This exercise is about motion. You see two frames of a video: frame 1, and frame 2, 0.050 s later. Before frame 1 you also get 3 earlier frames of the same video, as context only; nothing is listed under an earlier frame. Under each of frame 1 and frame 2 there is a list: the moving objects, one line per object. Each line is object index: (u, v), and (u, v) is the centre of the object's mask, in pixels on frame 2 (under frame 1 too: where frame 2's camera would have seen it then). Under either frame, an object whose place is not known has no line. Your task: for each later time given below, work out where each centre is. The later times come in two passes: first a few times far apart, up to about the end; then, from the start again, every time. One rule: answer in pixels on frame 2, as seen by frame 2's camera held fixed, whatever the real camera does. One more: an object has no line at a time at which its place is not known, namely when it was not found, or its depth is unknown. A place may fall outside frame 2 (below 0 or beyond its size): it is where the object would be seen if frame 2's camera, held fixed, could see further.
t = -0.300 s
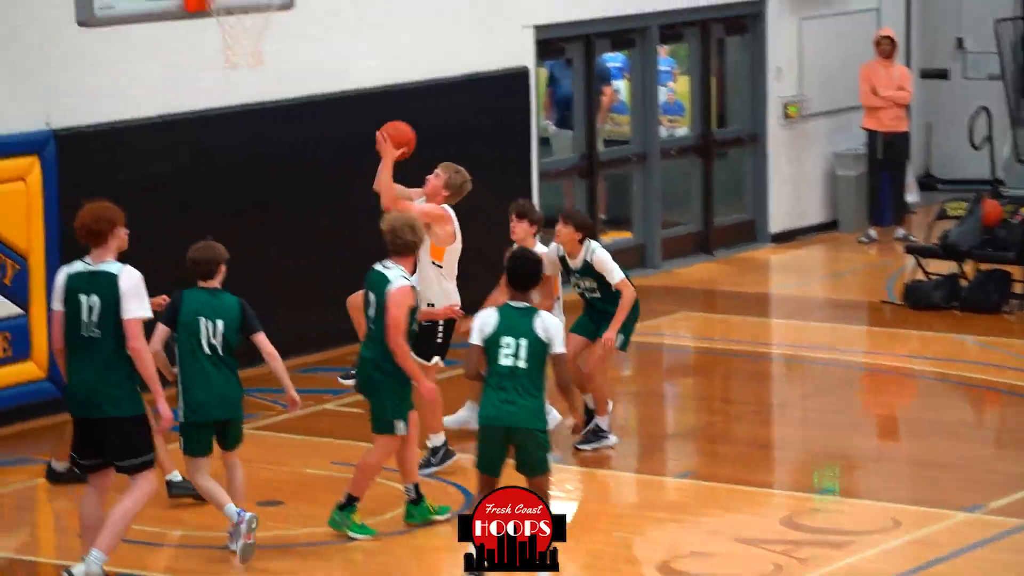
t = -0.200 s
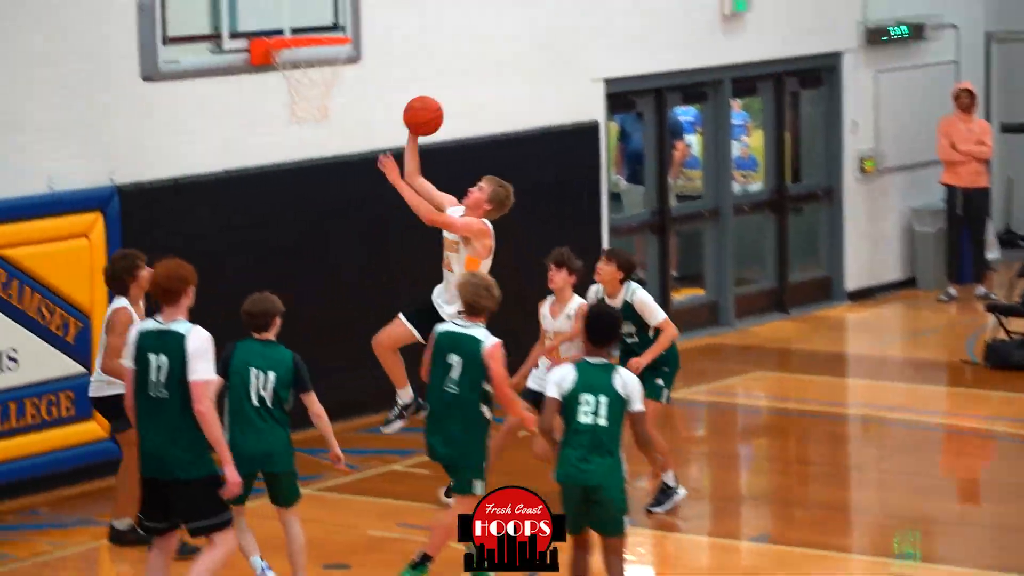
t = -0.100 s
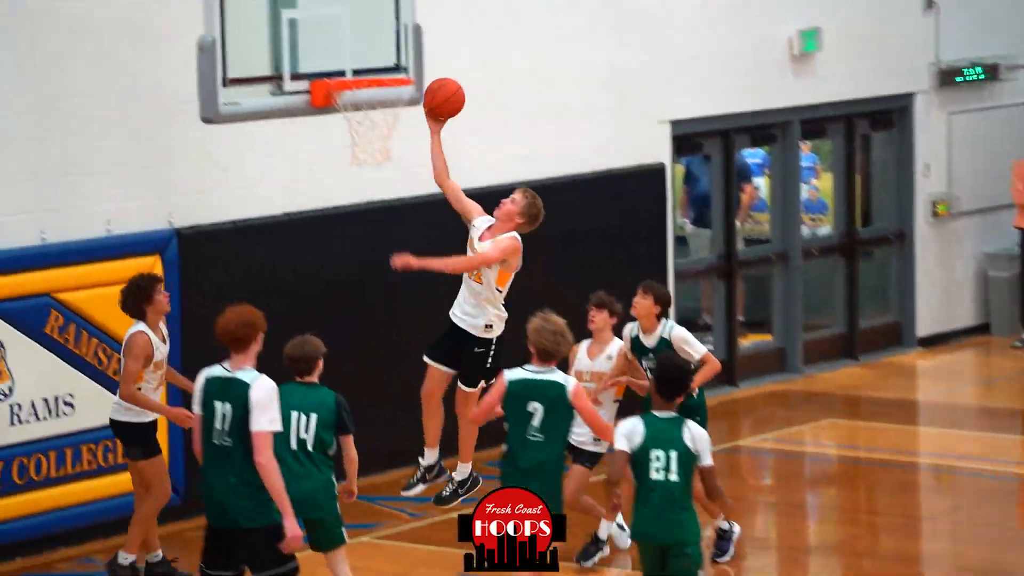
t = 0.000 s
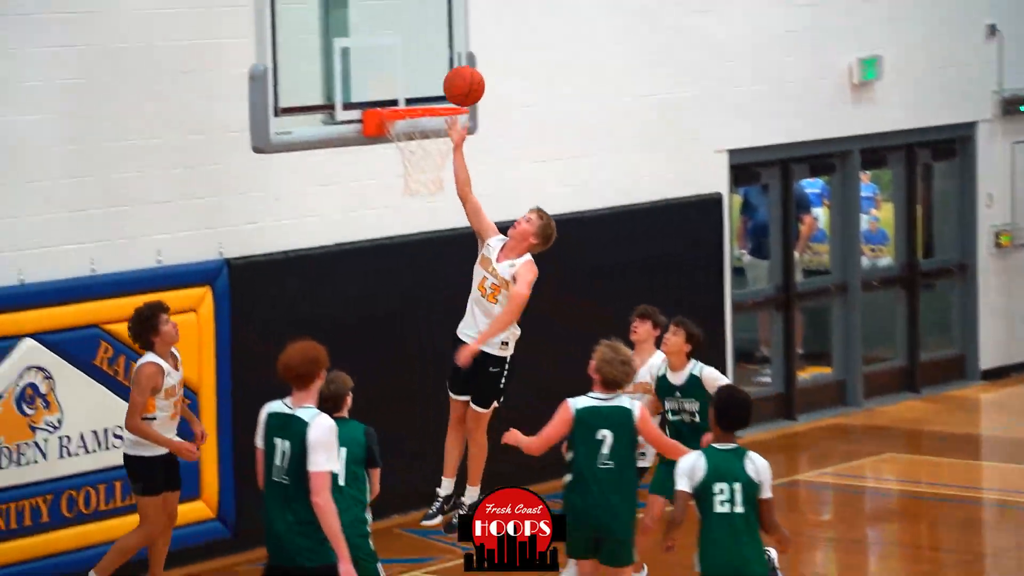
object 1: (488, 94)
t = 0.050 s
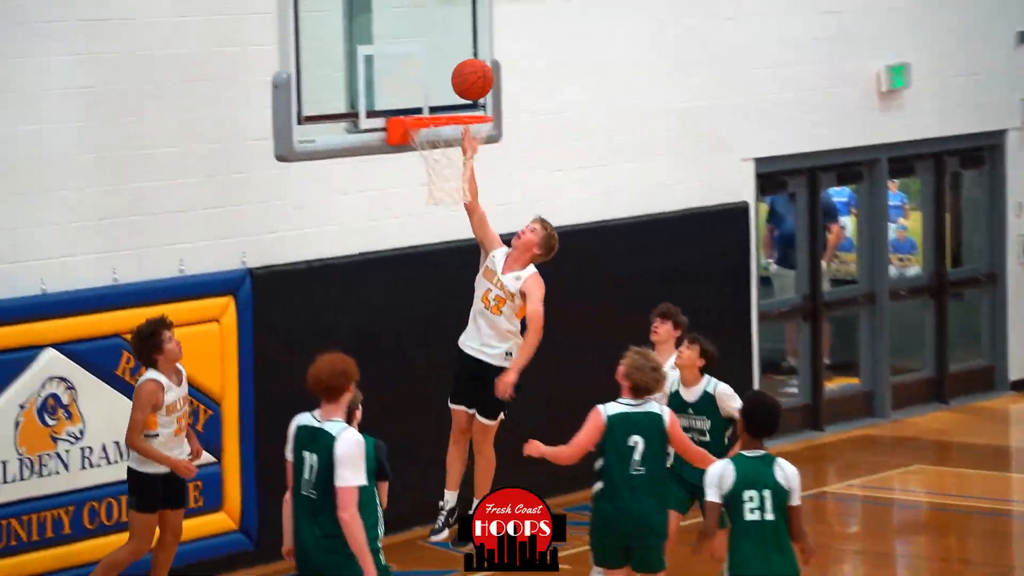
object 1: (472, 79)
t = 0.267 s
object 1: (450, 58)
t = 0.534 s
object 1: (464, 137)
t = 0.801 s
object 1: (450, 258)
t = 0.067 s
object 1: (466, 75)
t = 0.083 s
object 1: (461, 72)
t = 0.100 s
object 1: (456, 69)
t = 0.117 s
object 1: (450, 67)
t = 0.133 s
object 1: (445, 65)
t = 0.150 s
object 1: (443, 62)
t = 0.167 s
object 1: (444, 60)
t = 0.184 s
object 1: (445, 59)
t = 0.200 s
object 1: (446, 57)
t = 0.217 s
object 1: (447, 57)
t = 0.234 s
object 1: (448, 57)
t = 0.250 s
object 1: (449, 57)
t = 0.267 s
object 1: (450, 58)
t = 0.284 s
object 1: (451, 59)
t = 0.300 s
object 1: (452, 61)
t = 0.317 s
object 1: (454, 63)
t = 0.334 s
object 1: (455, 66)
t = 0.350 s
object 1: (456, 69)
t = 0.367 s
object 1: (457, 73)
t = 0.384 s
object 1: (458, 77)
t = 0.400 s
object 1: (459, 81)
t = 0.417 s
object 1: (461, 87)
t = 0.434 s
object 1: (462, 92)
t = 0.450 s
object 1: (463, 98)
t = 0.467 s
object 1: (464, 103)
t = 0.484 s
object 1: (466, 111)
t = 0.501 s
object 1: (465, 118)
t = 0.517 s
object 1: (464, 125)
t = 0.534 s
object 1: (464, 137)
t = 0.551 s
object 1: (464, 141)
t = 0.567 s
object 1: (463, 147)
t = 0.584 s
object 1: (463, 155)
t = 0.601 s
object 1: (462, 162)
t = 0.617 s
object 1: (462, 169)
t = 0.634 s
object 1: (460, 177)
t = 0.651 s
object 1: (459, 182)
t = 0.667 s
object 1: (459, 189)
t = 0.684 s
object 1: (457, 196)
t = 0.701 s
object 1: (456, 204)
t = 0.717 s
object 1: (455, 211)
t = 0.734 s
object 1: (454, 219)
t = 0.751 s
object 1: (453, 228)
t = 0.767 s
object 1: (452, 238)
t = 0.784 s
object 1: (451, 248)
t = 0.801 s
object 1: (450, 258)
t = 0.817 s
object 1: (449, 268)
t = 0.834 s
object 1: (448, 279)
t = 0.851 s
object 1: (448, 291)
